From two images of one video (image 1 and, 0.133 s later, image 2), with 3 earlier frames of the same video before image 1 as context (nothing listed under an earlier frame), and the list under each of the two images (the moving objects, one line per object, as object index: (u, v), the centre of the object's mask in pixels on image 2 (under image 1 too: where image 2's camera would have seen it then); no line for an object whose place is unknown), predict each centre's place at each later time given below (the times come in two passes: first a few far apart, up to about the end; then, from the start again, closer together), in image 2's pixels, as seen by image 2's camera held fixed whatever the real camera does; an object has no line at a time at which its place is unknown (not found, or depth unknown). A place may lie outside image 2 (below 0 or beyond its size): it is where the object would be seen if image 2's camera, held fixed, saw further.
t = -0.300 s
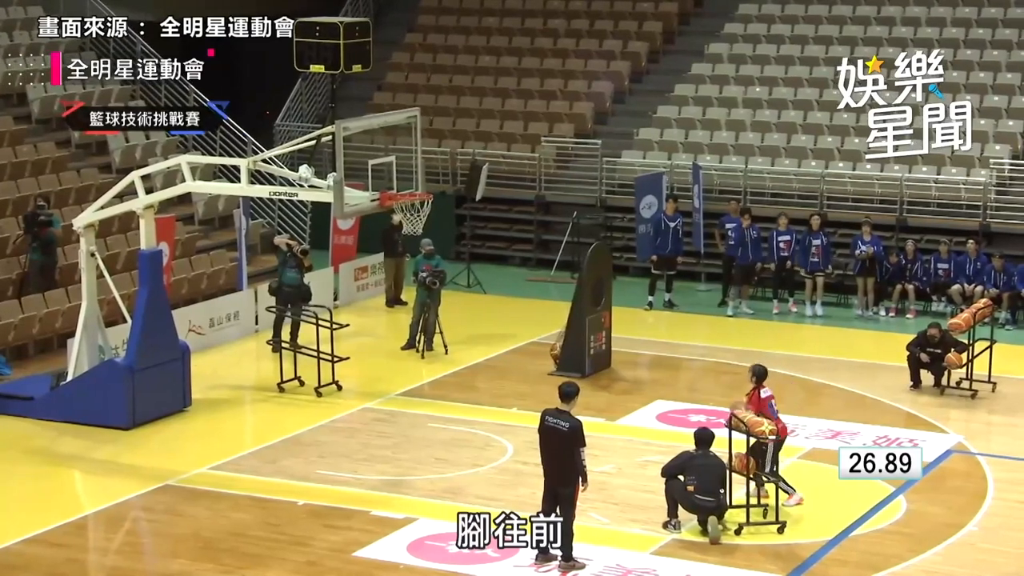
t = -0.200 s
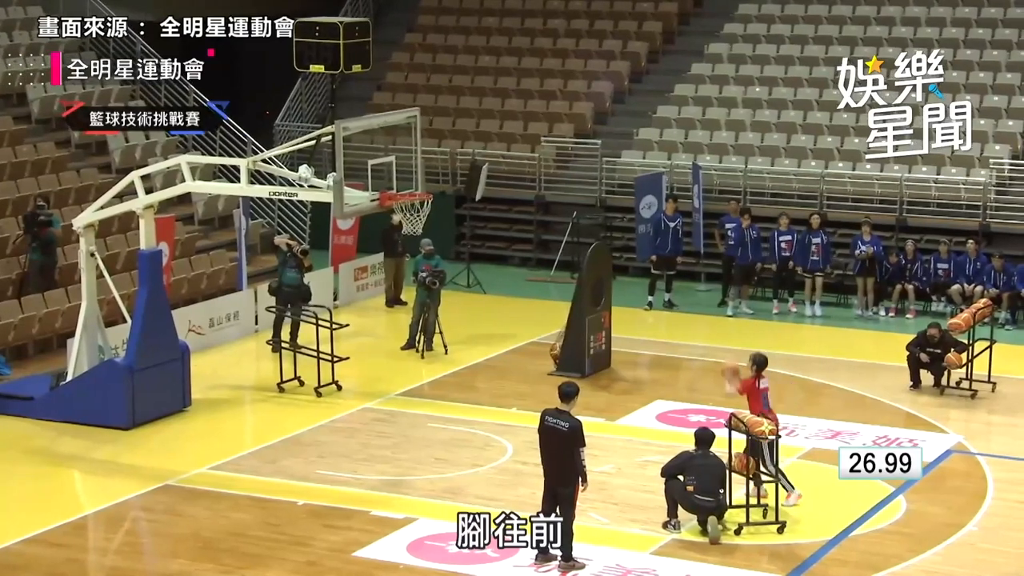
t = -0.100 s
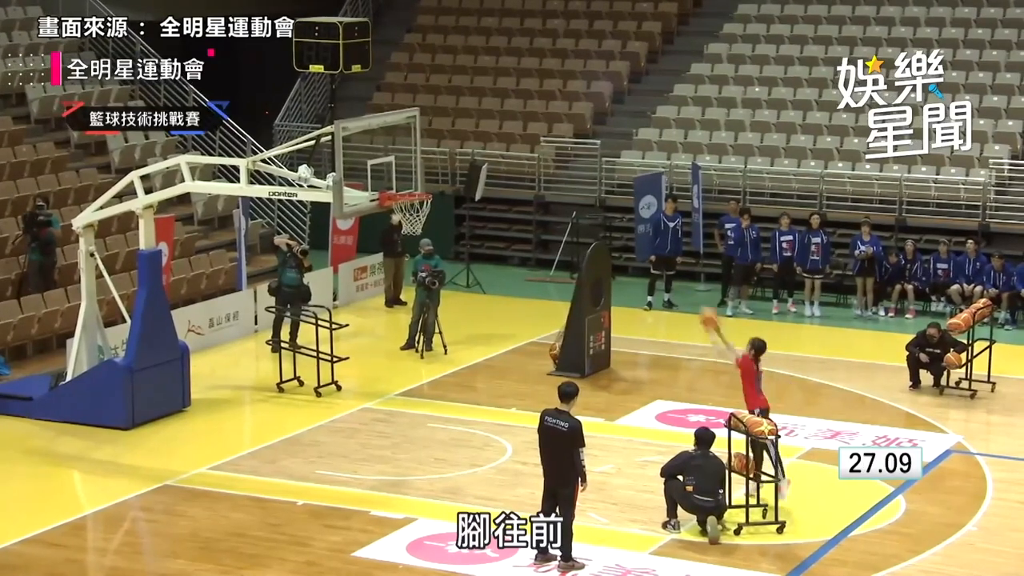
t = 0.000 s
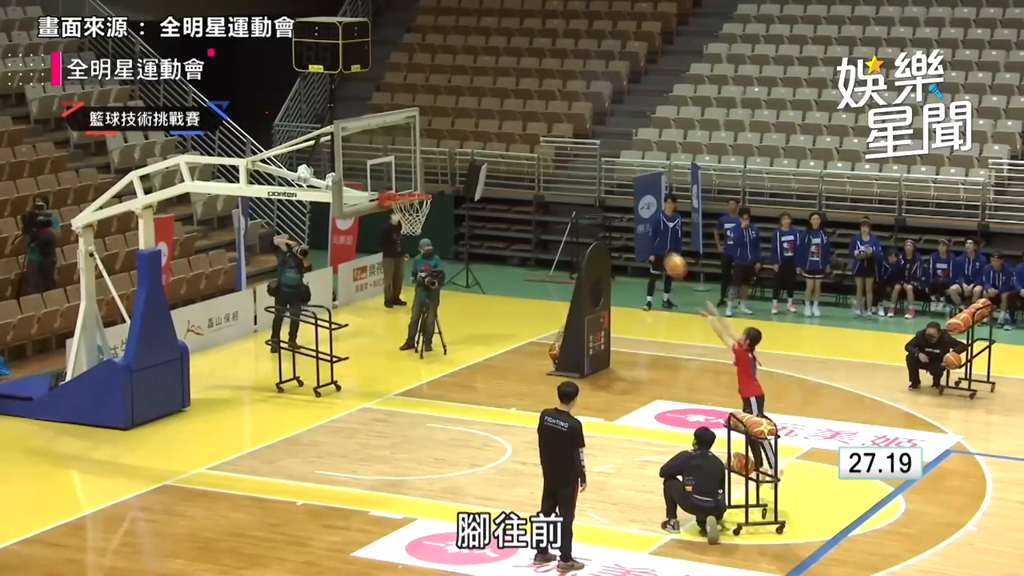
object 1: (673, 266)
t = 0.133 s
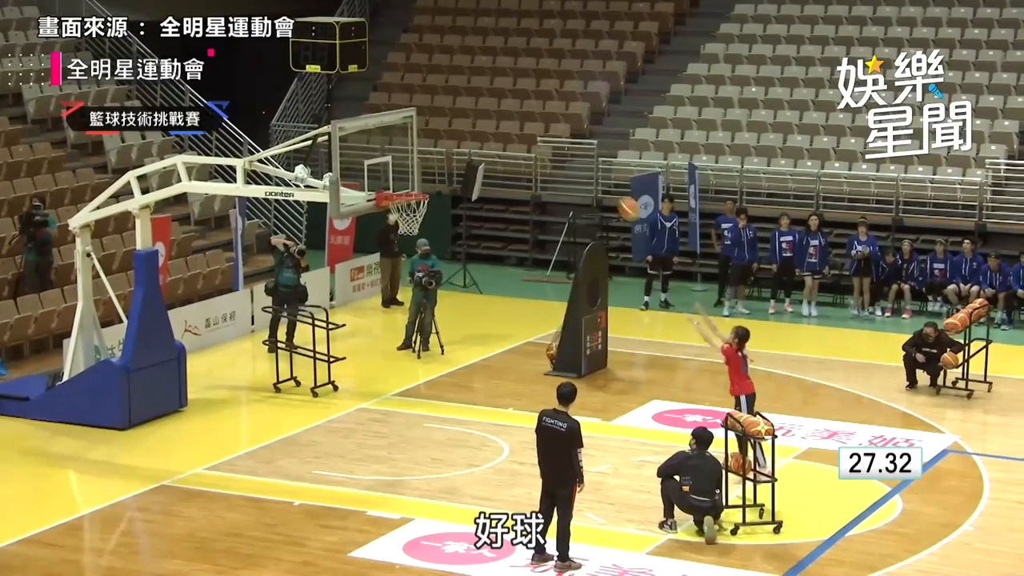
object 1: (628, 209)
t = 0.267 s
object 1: (587, 169)
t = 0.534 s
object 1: (503, 137)
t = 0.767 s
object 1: (435, 158)
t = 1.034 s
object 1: (413, 180)
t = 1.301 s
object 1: (386, 157)
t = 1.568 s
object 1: (411, 209)
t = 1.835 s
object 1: (427, 294)
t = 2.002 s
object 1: (437, 370)
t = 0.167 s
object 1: (619, 198)
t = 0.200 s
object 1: (608, 186)
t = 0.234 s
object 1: (598, 177)
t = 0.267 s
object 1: (587, 169)
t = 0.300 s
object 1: (576, 161)
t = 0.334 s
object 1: (565, 154)
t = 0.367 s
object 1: (555, 149)
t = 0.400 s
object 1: (543, 145)
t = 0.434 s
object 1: (533, 142)
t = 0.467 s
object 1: (524, 138)
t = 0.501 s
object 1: (513, 137)
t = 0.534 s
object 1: (503, 137)
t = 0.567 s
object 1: (492, 137)
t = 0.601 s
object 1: (483, 137)
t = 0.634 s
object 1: (473, 139)
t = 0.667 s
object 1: (464, 143)
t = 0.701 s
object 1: (454, 147)
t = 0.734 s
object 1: (445, 152)
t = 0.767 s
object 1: (435, 158)
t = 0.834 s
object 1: (416, 173)
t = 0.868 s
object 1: (405, 181)
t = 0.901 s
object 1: (398, 187)
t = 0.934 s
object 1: (405, 189)
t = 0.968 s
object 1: (419, 190)
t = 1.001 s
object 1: (418, 188)
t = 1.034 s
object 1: (413, 180)
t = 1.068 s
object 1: (408, 174)
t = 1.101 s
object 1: (405, 169)
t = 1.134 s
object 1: (402, 164)
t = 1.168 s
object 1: (398, 161)
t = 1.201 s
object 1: (394, 158)
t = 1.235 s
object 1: (391, 157)
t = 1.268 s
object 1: (387, 157)
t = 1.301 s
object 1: (386, 157)
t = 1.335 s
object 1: (388, 161)
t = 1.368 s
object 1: (391, 165)
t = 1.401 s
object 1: (394, 170)
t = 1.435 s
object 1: (398, 176)
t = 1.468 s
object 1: (401, 183)
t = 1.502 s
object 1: (403, 190)
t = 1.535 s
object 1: (405, 199)
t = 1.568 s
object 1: (411, 209)
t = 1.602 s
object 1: (412, 220)
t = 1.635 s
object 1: (415, 228)
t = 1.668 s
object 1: (416, 237)
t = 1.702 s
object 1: (419, 246)
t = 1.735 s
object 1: (421, 257)
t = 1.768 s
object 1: (423, 268)
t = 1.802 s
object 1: (425, 281)
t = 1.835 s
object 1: (427, 294)
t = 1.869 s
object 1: (428, 307)
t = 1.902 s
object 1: (430, 322)
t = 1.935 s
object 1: (433, 337)
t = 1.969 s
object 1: (436, 354)
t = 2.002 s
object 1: (437, 370)
